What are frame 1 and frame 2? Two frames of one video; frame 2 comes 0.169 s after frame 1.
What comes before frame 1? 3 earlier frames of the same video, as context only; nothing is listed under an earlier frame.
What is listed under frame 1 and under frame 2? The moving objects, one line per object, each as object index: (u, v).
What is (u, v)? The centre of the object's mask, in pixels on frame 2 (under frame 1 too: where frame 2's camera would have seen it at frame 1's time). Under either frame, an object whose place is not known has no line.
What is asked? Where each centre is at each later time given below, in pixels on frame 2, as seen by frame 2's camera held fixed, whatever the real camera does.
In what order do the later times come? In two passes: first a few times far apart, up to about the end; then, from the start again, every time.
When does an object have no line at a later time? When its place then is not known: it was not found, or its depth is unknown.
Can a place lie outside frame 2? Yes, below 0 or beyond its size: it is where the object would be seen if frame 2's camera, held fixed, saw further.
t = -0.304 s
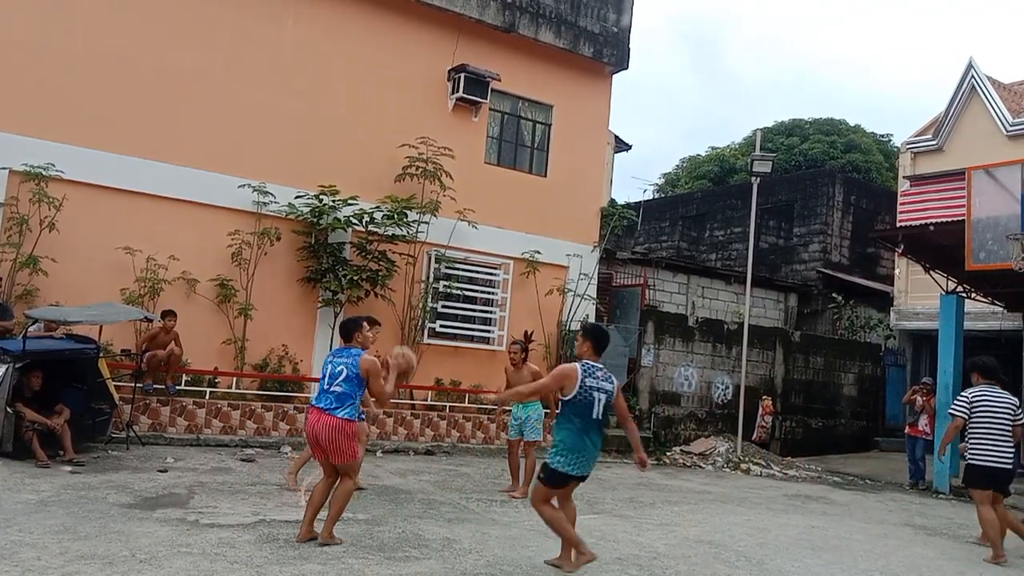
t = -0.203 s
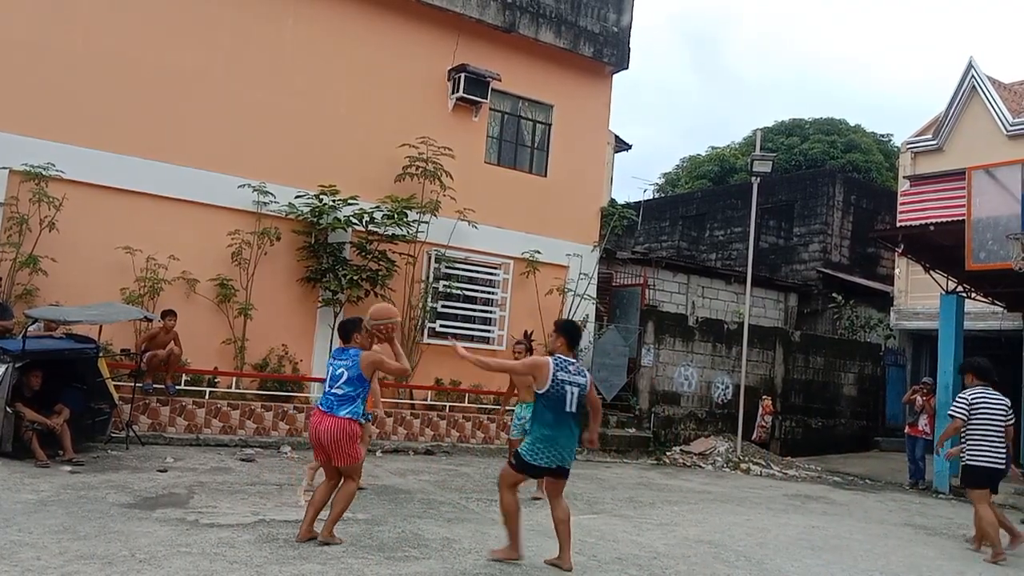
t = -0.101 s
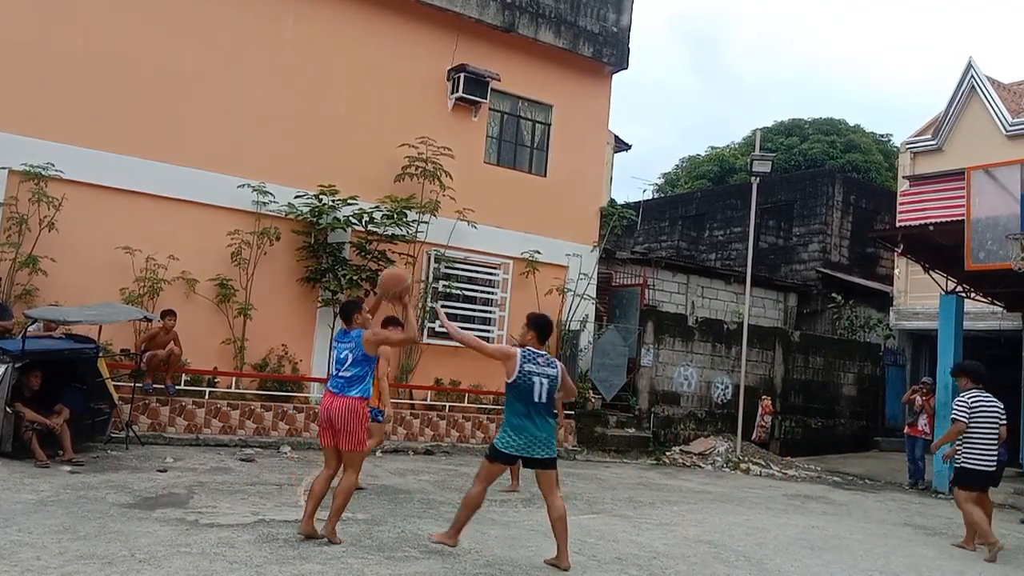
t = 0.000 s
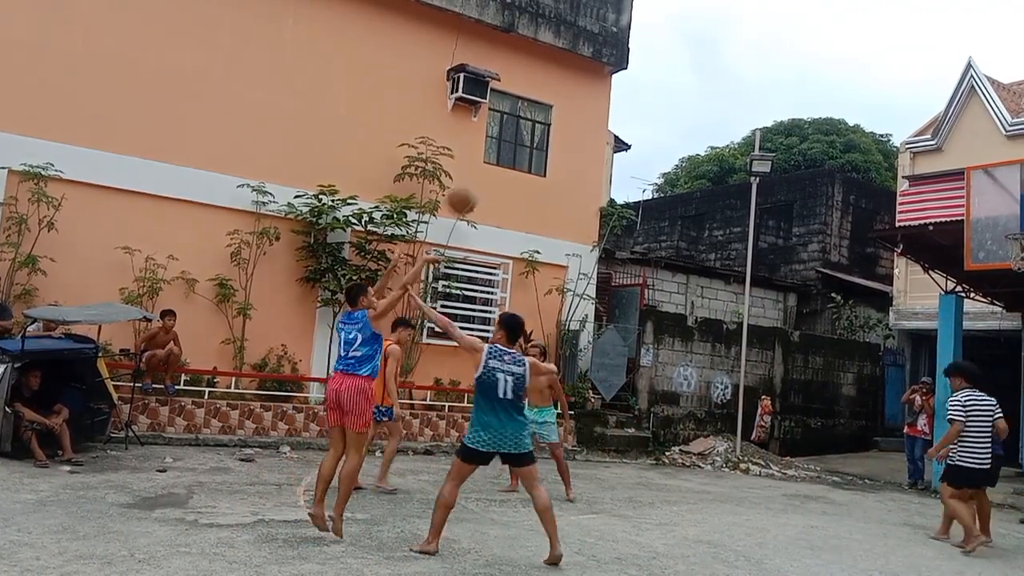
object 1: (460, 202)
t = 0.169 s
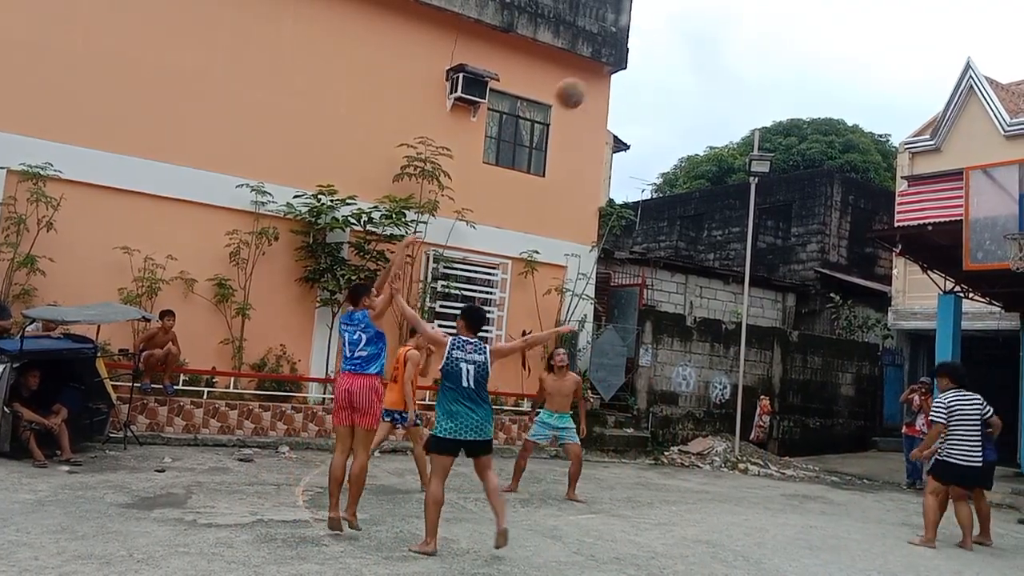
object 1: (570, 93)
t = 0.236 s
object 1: (610, 62)
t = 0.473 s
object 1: (735, 9)
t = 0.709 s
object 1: (837, 13)
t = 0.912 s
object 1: (909, 63)
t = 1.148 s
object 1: (982, 159)
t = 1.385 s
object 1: (1021, 202)
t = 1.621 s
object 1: (1027, 185)
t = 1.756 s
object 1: (1031, 203)
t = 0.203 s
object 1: (590, 77)
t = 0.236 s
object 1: (610, 62)
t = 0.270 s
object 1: (627, 52)
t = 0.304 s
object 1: (647, 40)
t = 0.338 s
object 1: (665, 31)
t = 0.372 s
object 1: (683, 23)
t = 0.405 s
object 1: (701, 16)
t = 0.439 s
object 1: (718, 12)
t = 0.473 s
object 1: (735, 9)
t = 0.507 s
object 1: (751, 8)
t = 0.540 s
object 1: (767, 6)
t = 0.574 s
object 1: (783, 6)
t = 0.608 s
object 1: (798, 6)
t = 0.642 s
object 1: (811, 7)
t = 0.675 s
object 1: (824, 9)
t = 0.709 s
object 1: (837, 13)
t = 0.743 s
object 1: (850, 19)
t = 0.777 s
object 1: (860, 25)
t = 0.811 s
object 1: (873, 34)
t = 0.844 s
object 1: (885, 42)
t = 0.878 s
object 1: (897, 52)
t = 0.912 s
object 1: (909, 63)
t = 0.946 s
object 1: (920, 74)
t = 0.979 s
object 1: (933, 87)
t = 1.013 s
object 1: (944, 100)
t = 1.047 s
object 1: (954, 115)
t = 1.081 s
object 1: (966, 130)
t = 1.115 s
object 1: (976, 146)
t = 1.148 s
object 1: (982, 159)
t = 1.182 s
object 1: (993, 178)
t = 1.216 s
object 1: (1003, 197)
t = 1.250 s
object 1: (1012, 215)
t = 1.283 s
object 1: (1018, 223)
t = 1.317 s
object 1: (1019, 217)
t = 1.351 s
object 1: (1019, 208)
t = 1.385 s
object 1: (1021, 202)
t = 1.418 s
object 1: (1021, 196)
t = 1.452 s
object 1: (1022, 191)
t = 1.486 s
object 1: (1024, 188)
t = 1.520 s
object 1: (1024, 186)
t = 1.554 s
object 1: (1025, 185)
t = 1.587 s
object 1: (1026, 185)
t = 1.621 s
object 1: (1027, 185)
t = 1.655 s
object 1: (1028, 188)
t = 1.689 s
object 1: (1029, 191)
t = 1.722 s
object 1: (1030, 197)
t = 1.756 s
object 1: (1031, 203)
